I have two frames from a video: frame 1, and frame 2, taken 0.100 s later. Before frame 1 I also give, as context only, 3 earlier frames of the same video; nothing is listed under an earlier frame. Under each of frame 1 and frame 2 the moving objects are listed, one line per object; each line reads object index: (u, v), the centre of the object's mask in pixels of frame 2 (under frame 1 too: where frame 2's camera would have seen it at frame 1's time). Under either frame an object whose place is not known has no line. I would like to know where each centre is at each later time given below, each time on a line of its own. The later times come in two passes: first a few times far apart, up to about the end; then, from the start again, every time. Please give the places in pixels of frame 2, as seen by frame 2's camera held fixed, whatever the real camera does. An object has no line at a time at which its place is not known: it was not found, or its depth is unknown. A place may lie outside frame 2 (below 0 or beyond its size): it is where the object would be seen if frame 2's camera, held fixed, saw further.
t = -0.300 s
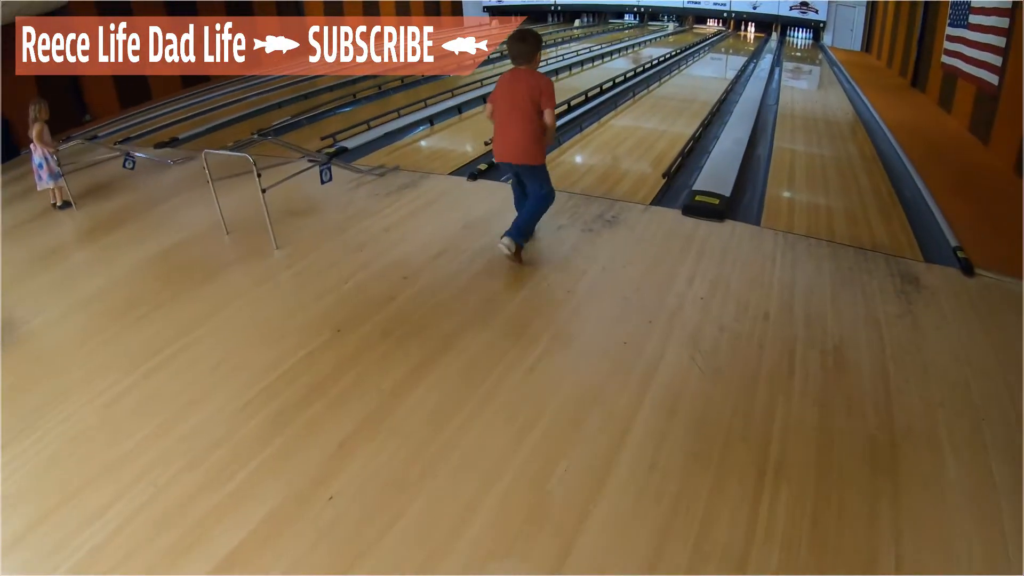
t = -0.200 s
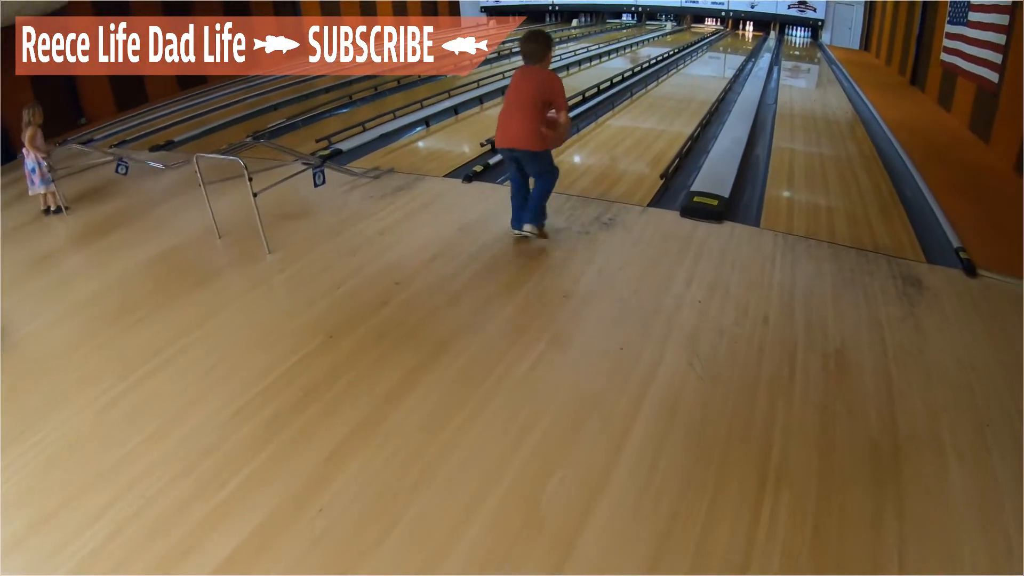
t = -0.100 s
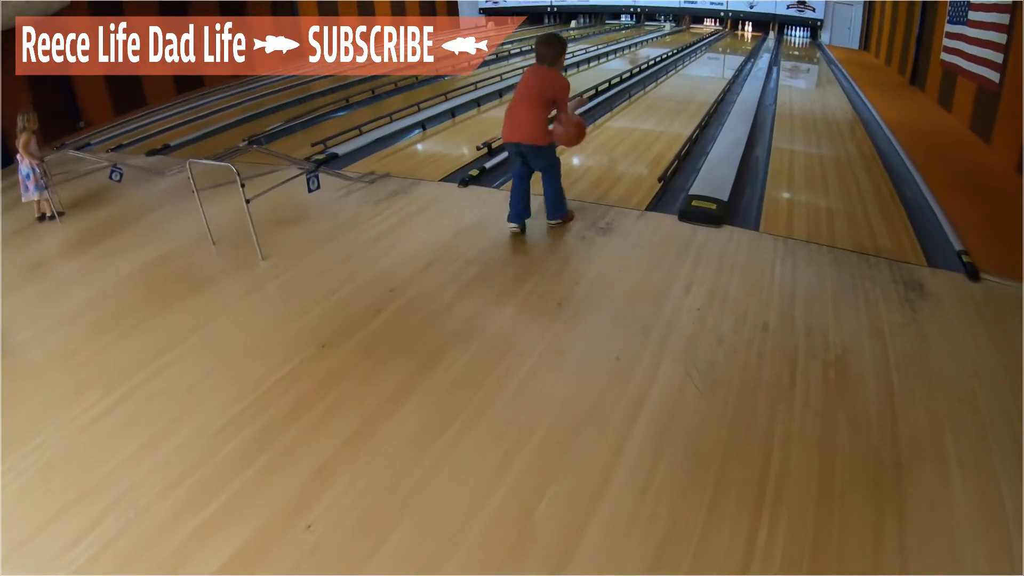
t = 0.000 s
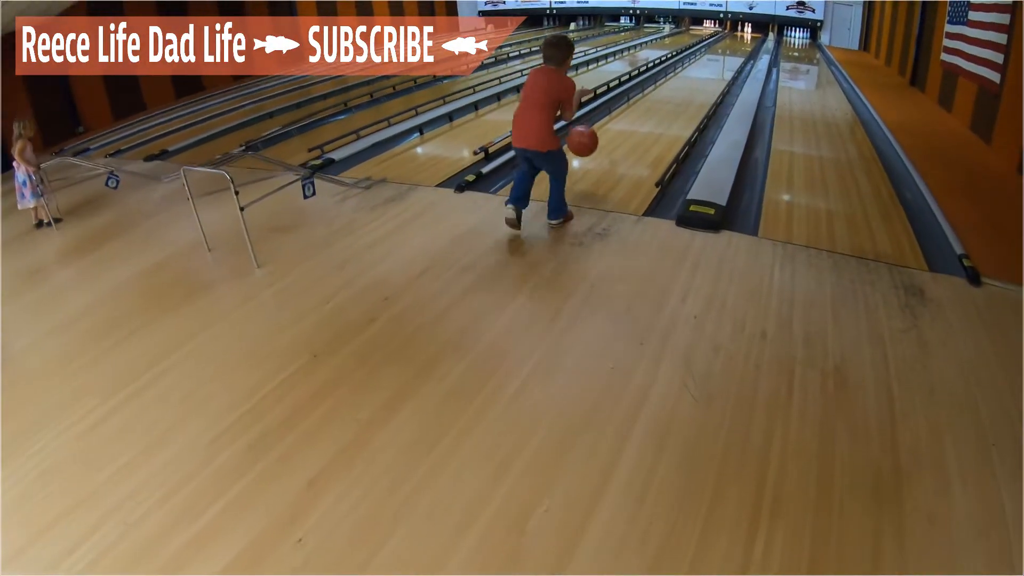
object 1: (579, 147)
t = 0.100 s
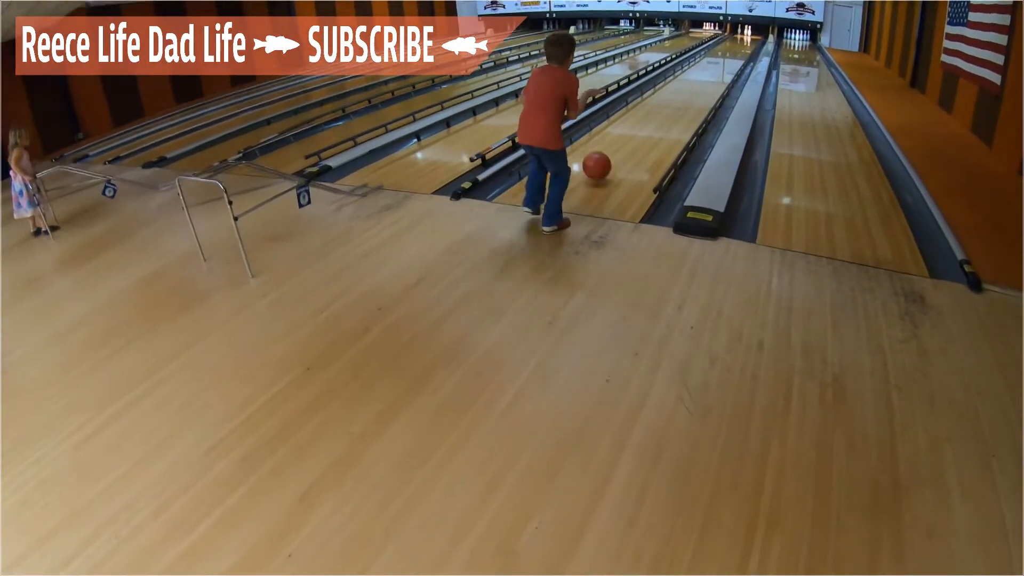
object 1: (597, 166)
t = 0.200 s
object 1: (610, 154)
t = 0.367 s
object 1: (629, 141)
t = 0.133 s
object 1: (602, 162)
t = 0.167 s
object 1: (606, 158)
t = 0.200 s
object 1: (610, 154)
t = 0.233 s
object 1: (615, 153)
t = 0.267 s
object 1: (618, 150)
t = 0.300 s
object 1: (622, 147)
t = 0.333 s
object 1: (626, 144)
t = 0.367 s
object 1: (629, 141)
